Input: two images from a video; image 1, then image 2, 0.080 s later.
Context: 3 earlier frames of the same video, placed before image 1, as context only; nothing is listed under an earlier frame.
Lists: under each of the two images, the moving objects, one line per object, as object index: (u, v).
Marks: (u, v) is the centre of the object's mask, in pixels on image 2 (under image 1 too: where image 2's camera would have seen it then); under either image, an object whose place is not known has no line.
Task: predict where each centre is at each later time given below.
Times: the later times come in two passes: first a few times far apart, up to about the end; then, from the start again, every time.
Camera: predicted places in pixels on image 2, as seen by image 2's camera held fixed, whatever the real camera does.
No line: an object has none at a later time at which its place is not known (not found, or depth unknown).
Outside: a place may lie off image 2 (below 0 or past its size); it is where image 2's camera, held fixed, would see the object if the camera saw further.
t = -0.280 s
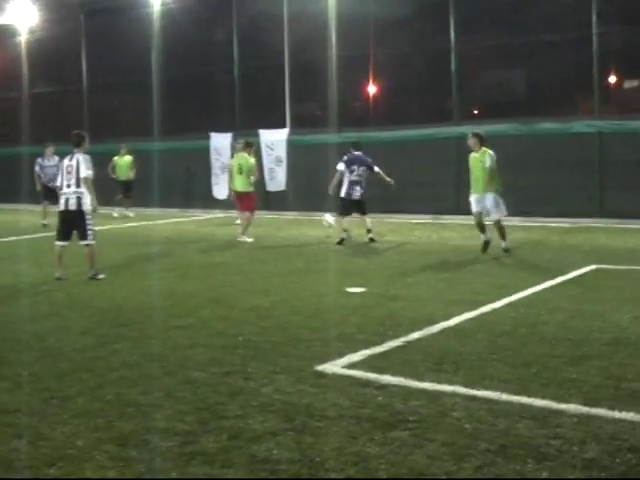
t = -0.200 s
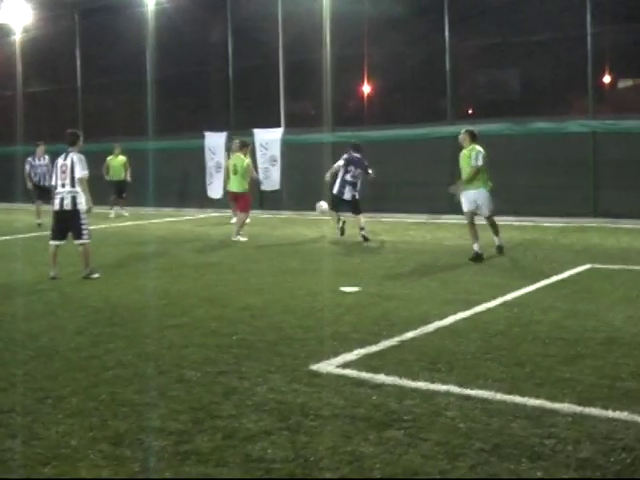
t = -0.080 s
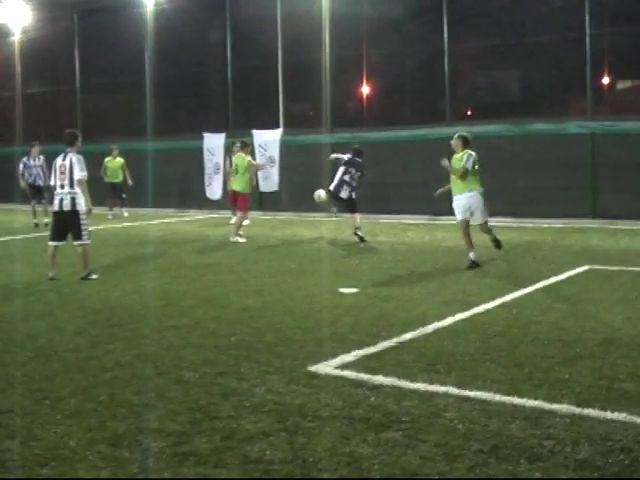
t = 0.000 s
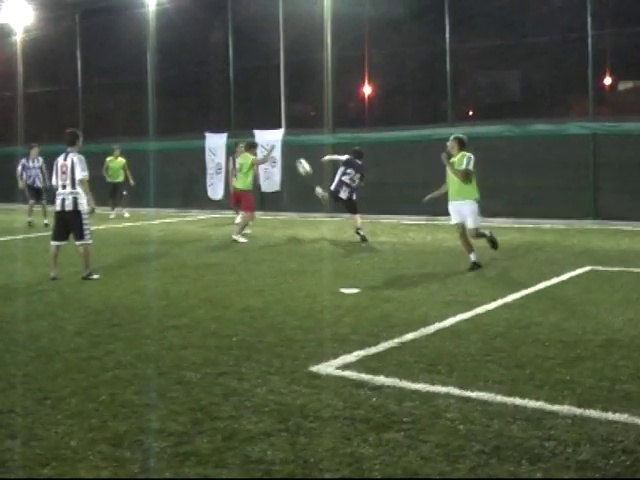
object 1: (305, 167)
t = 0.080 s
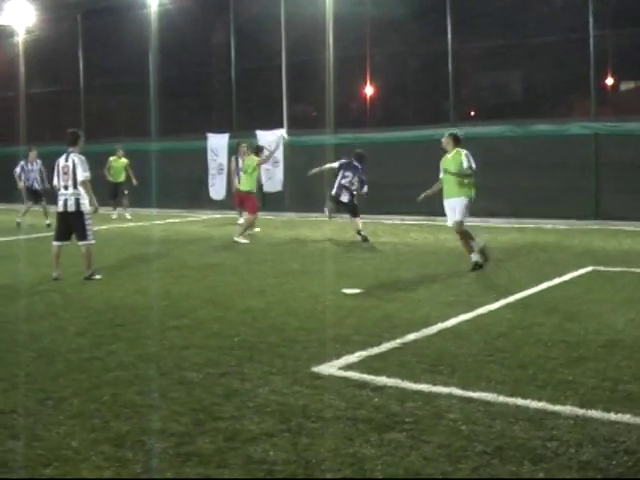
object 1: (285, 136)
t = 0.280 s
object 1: (223, 76)
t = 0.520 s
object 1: (162, 38)
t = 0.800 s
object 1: (102, 33)
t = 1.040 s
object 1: (56, 56)
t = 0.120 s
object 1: (268, 121)
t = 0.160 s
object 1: (256, 108)
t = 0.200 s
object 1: (245, 96)
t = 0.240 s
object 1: (234, 85)
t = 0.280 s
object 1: (223, 76)
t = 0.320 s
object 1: (212, 67)
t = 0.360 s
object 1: (201, 59)
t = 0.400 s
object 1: (191, 53)
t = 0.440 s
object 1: (181, 47)
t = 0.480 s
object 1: (172, 42)
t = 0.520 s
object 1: (162, 38)
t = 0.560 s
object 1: (154, 35)
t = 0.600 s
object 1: (145, 33)
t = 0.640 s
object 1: (136, 31)
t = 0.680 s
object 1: (127, 31)
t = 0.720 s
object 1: (118, 31)
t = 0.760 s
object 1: (110, 32)
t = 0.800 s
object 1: (102, 33)
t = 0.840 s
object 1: (94, 35)
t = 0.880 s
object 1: (86, 39)
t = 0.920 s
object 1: (79, 42)
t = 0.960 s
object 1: (71, 46)
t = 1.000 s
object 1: (64, 51)
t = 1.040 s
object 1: (56, 56)
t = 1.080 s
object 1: (49, 63)
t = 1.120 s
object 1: (43, 69)
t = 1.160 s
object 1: (37, 77)
